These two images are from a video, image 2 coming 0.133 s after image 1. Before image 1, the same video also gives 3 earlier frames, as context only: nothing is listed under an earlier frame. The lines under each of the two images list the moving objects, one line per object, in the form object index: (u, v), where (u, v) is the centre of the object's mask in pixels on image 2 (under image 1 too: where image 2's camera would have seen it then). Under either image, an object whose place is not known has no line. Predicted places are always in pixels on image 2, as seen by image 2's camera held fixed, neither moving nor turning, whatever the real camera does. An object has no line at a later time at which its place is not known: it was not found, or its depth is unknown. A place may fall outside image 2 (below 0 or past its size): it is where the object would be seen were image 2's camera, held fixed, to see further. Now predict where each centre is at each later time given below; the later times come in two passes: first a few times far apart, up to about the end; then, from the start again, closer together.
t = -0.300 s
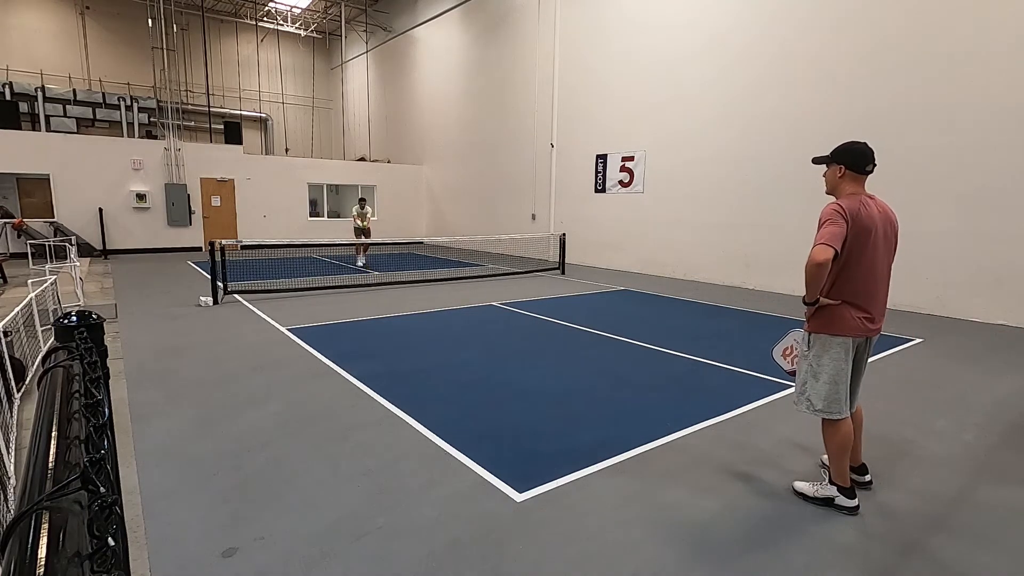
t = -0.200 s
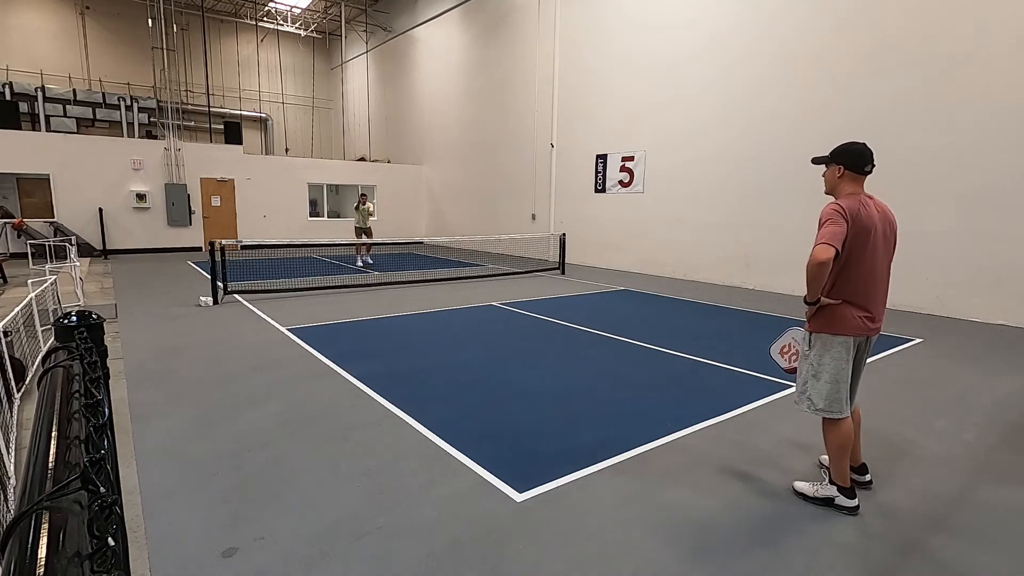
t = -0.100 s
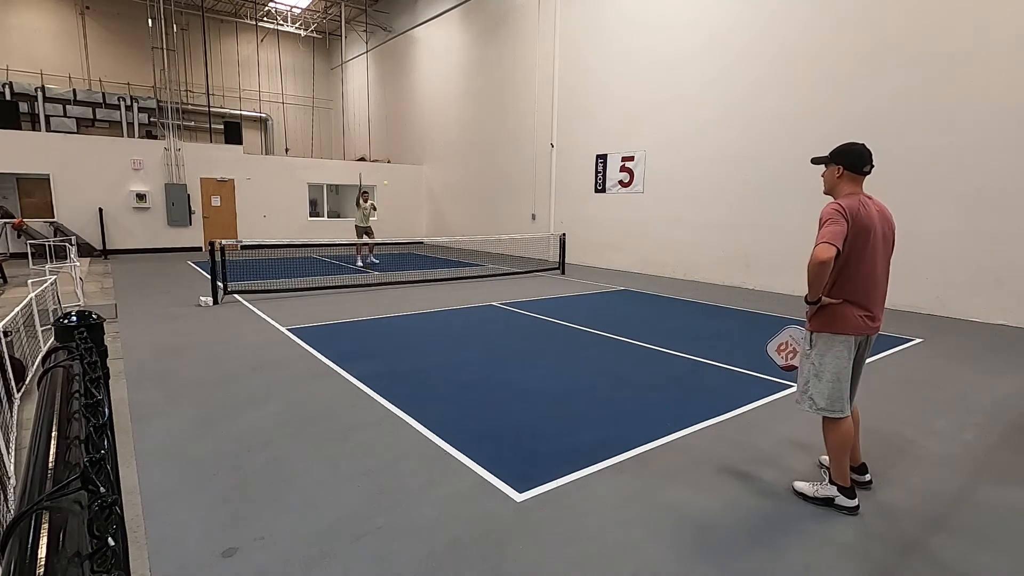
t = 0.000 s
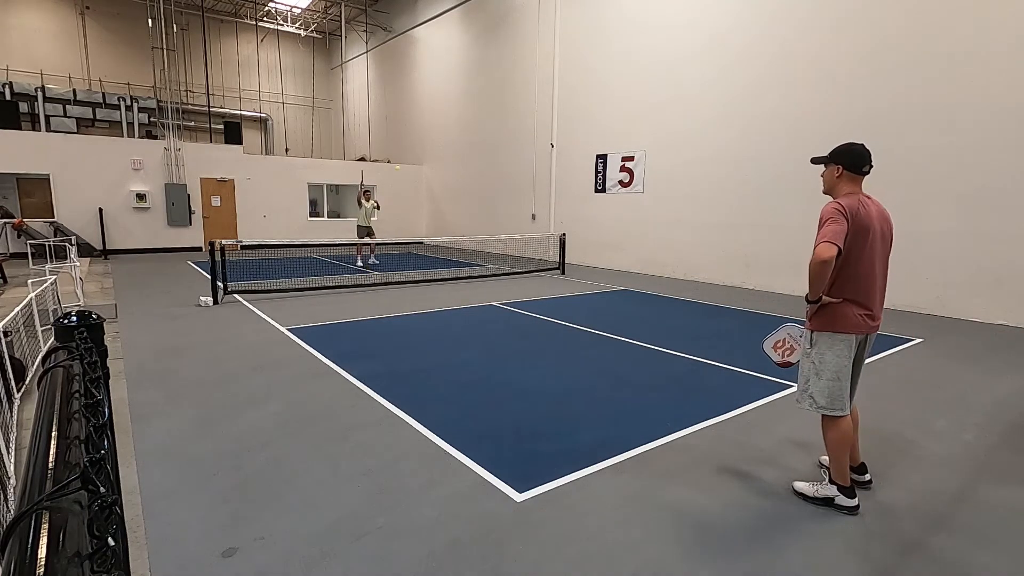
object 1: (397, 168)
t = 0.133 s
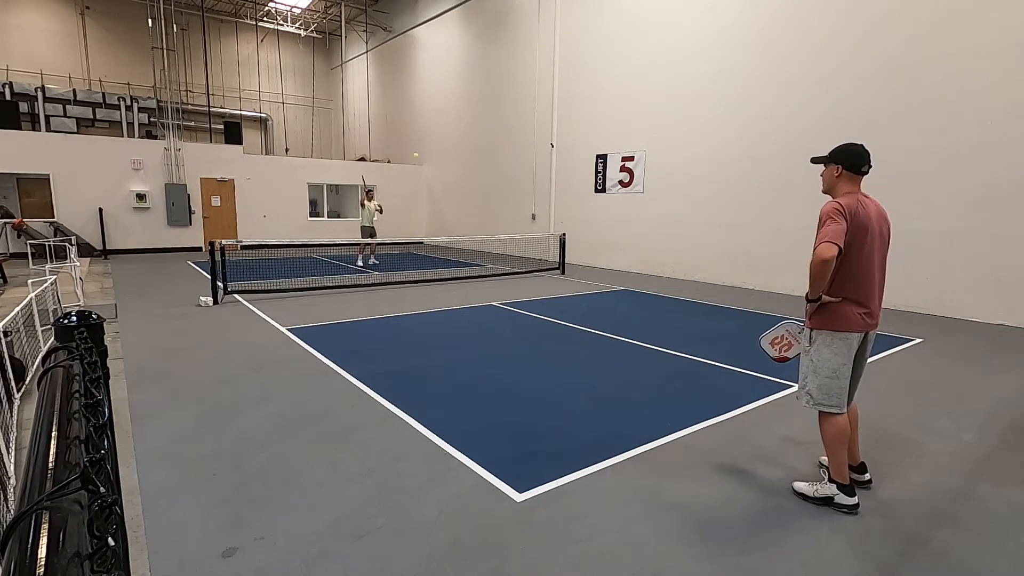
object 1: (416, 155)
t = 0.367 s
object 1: (456, 160)
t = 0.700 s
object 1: (536, 262)
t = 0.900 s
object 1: (597, 351)
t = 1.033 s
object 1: (634, 312)
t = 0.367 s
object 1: (456, 160)
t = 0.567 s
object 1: (500, 203)
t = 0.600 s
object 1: (508, 215)
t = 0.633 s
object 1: (517, 229)
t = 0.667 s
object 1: (526, 244)
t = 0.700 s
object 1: (536, 262)
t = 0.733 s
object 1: (546, 281)
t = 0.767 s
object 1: (556, 302)
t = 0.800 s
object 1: (567, 325)
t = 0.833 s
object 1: (578, 350)
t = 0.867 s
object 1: (588, 363)
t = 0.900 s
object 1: (597, 351)
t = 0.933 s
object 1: (606, 340)
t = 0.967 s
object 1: (615, 330)
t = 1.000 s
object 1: (624, 320)
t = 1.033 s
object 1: (634, 312)
